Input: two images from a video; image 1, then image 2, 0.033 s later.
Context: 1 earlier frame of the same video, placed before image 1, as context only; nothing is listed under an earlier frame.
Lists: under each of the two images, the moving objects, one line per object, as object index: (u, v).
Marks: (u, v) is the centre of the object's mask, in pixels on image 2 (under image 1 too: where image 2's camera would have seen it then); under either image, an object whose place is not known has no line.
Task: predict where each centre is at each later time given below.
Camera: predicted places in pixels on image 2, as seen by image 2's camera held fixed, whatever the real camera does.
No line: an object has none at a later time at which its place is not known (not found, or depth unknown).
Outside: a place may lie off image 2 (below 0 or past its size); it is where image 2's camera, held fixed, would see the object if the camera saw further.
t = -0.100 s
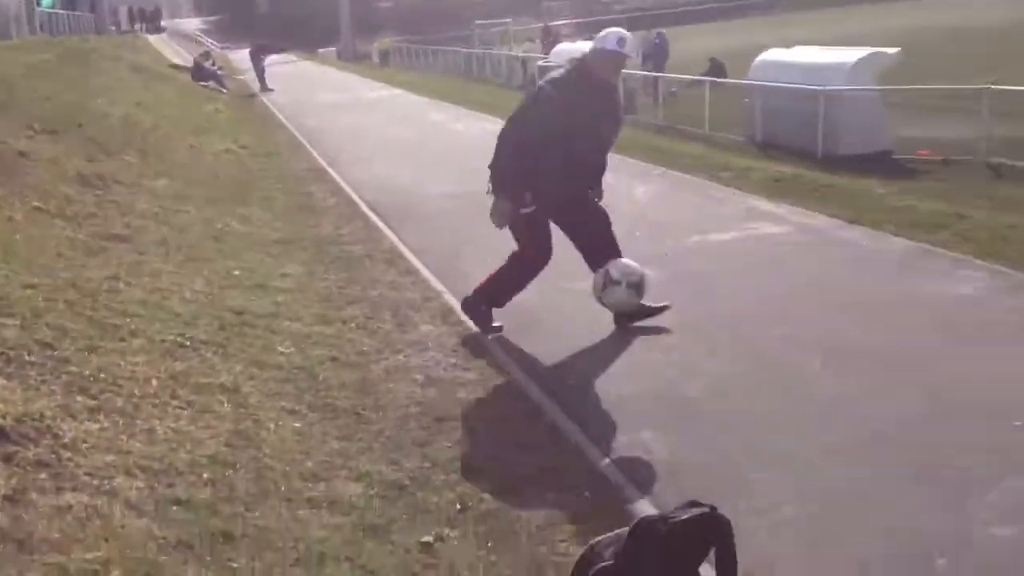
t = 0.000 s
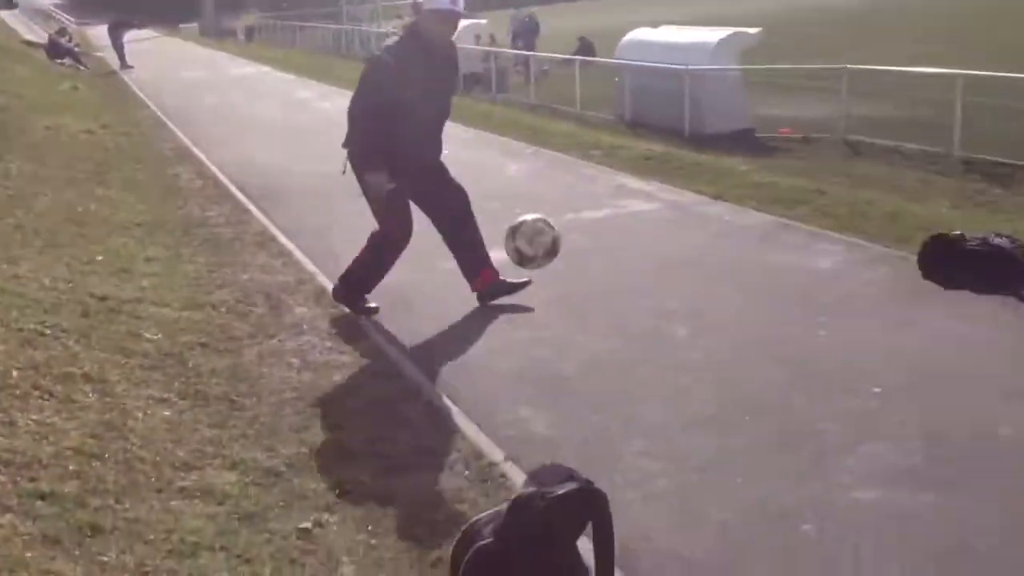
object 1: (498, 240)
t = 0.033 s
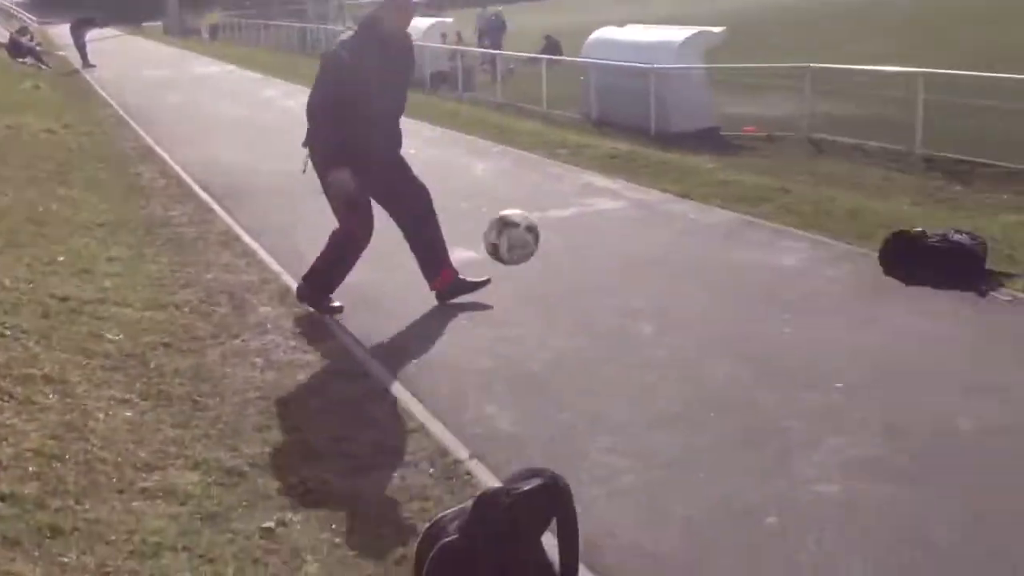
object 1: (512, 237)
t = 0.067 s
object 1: (526, 237)
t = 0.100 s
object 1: (540, 241)
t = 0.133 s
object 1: (555, 247)
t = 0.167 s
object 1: (570, 255)
